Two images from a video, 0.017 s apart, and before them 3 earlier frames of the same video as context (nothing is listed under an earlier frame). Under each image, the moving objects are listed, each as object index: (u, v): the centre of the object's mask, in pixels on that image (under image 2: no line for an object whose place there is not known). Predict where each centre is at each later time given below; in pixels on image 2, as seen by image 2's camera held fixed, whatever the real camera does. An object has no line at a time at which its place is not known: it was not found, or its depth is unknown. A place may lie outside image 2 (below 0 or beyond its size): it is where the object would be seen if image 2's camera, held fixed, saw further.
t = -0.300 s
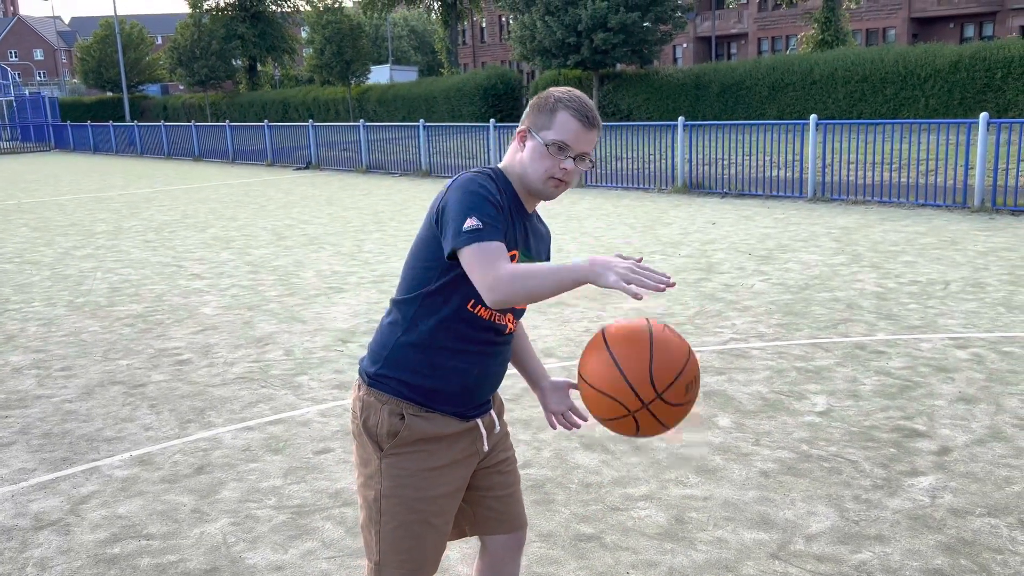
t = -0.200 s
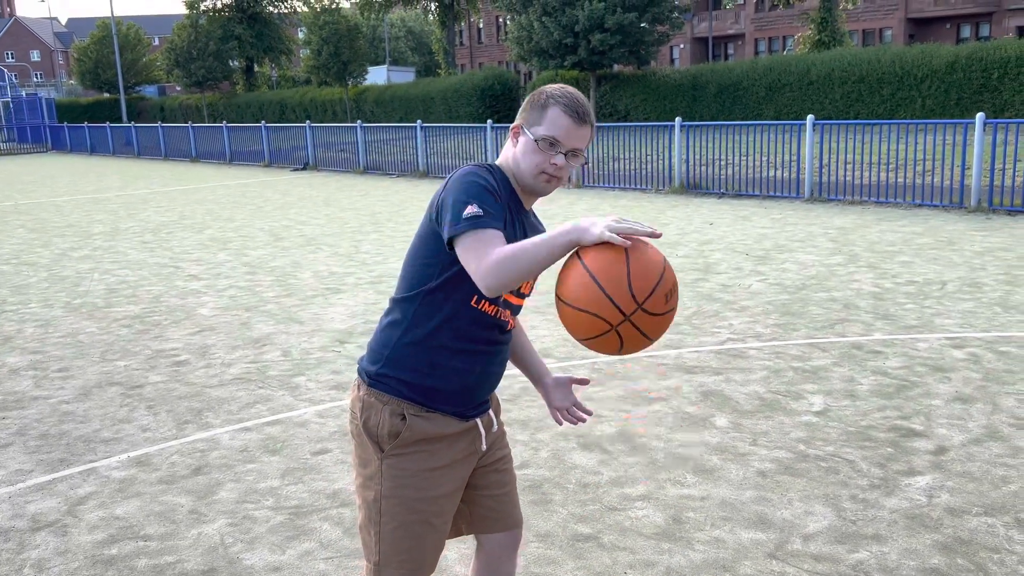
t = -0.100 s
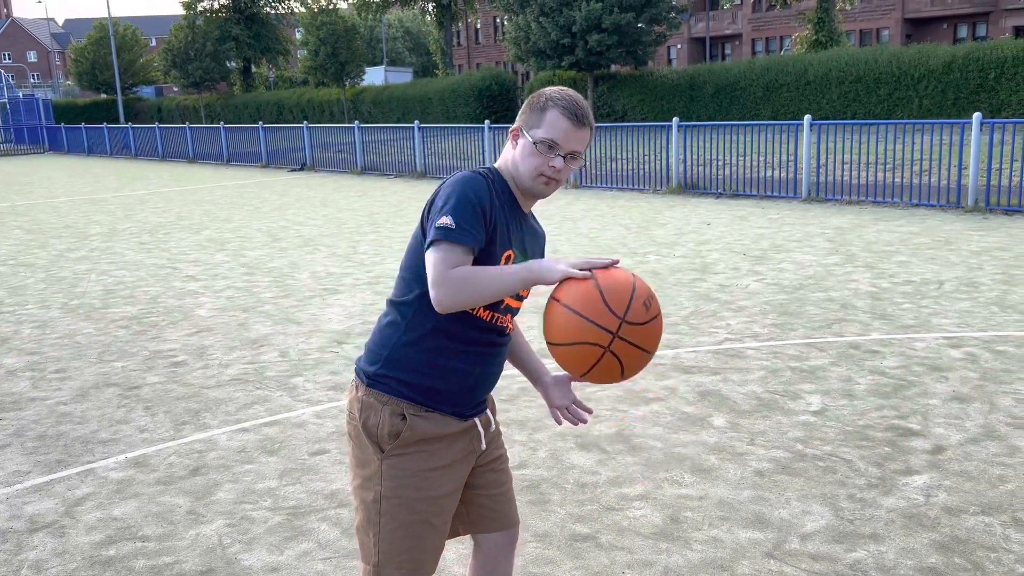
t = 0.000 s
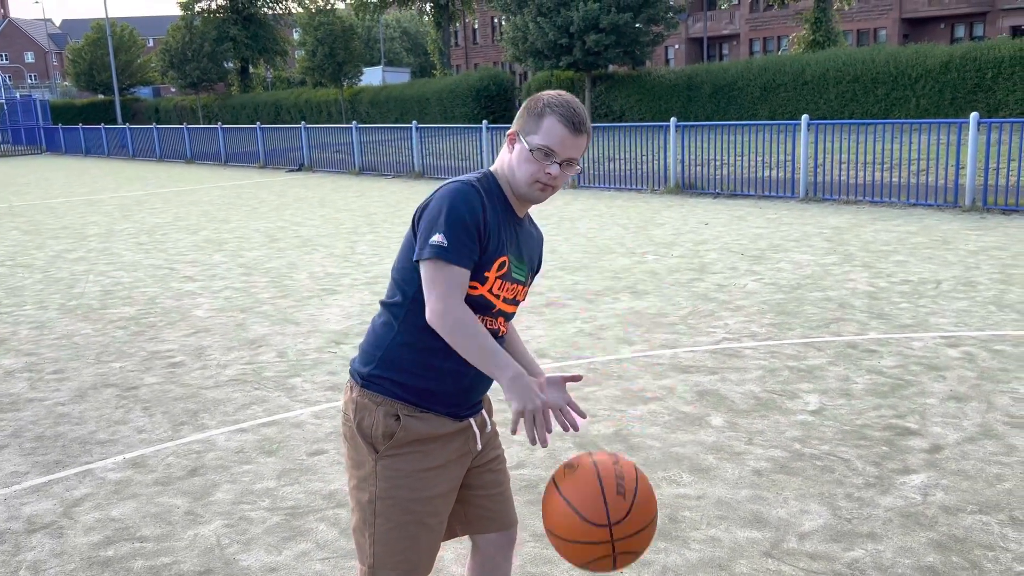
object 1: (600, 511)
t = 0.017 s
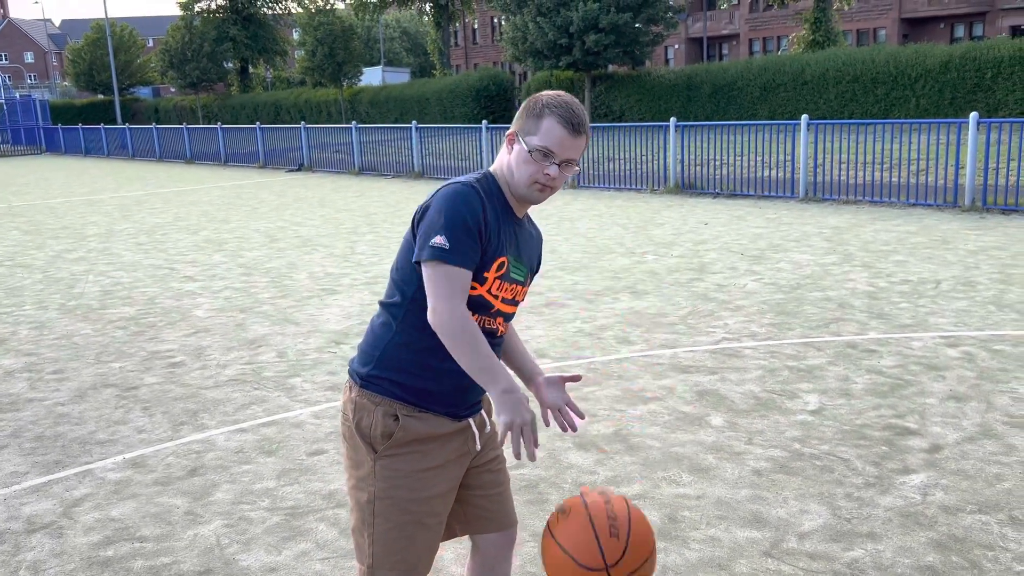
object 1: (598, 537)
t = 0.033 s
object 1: (597, 556)
